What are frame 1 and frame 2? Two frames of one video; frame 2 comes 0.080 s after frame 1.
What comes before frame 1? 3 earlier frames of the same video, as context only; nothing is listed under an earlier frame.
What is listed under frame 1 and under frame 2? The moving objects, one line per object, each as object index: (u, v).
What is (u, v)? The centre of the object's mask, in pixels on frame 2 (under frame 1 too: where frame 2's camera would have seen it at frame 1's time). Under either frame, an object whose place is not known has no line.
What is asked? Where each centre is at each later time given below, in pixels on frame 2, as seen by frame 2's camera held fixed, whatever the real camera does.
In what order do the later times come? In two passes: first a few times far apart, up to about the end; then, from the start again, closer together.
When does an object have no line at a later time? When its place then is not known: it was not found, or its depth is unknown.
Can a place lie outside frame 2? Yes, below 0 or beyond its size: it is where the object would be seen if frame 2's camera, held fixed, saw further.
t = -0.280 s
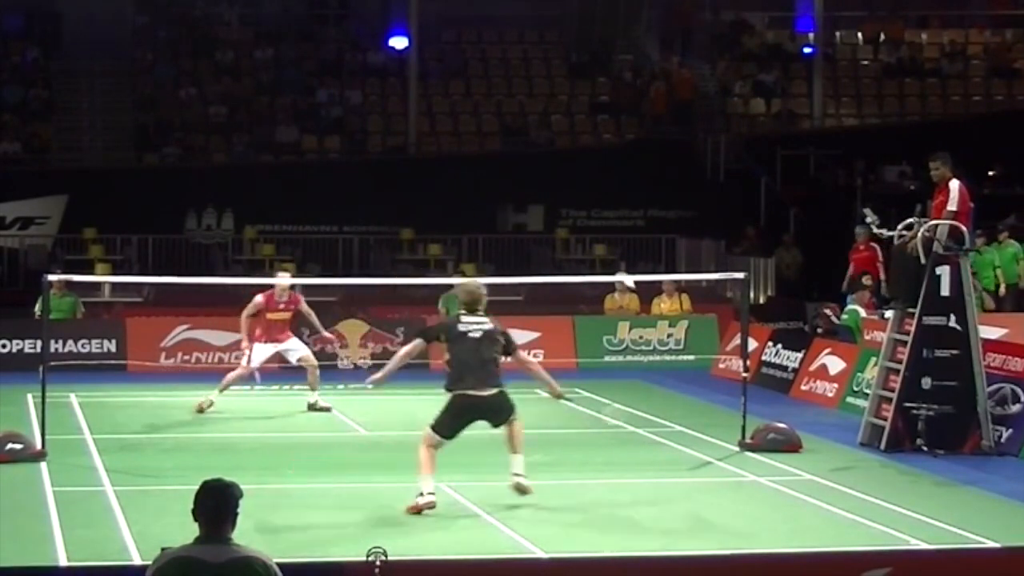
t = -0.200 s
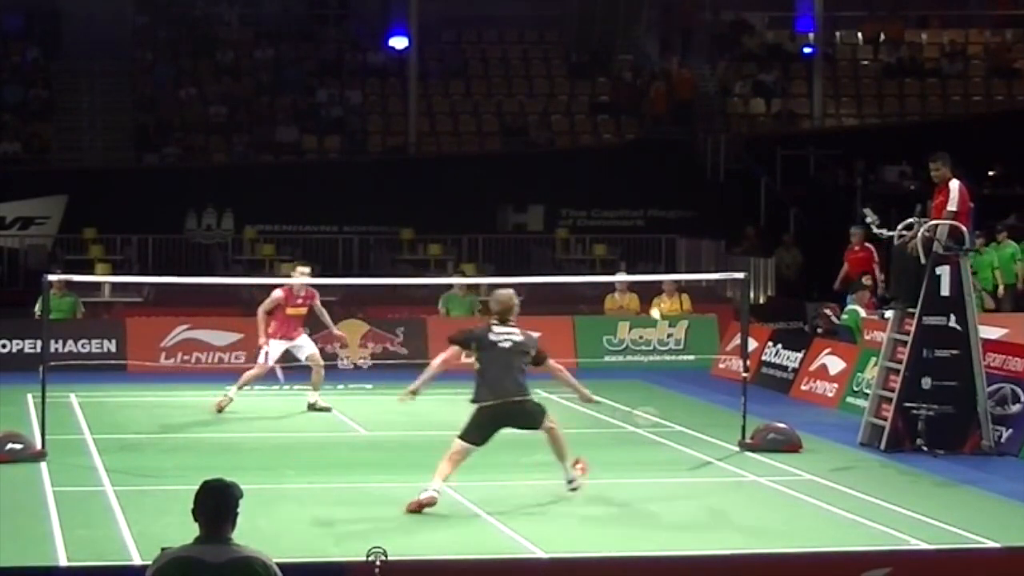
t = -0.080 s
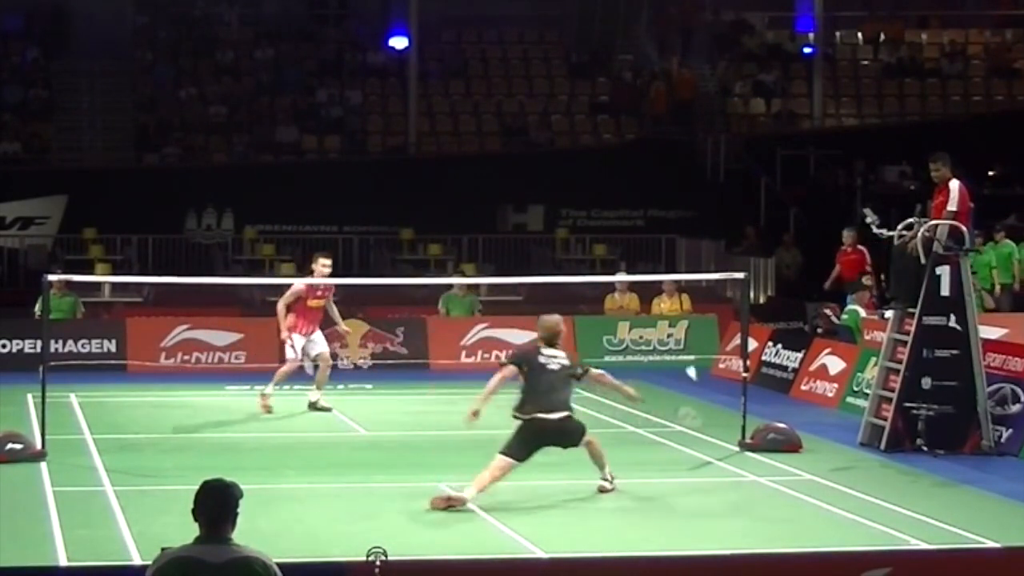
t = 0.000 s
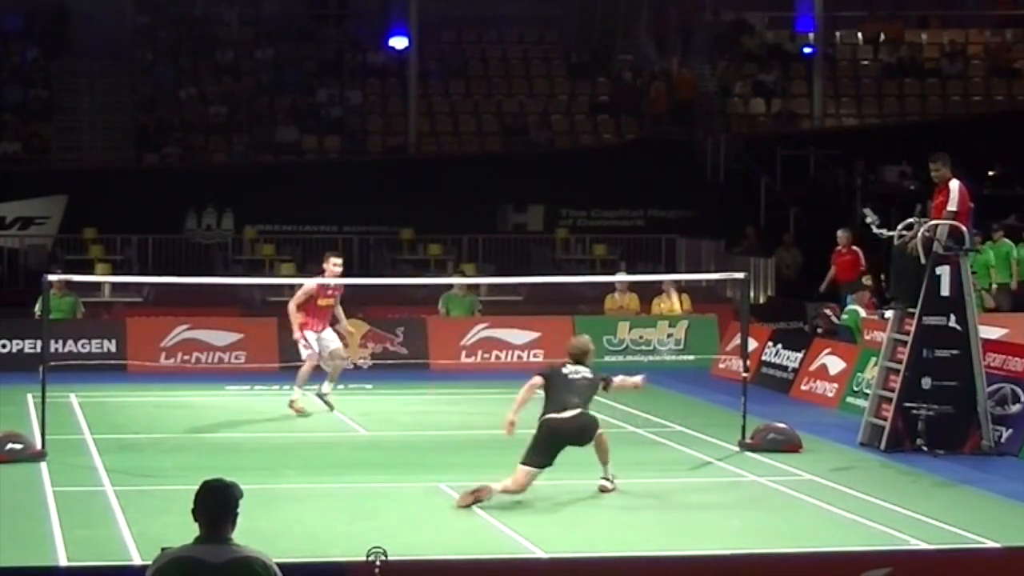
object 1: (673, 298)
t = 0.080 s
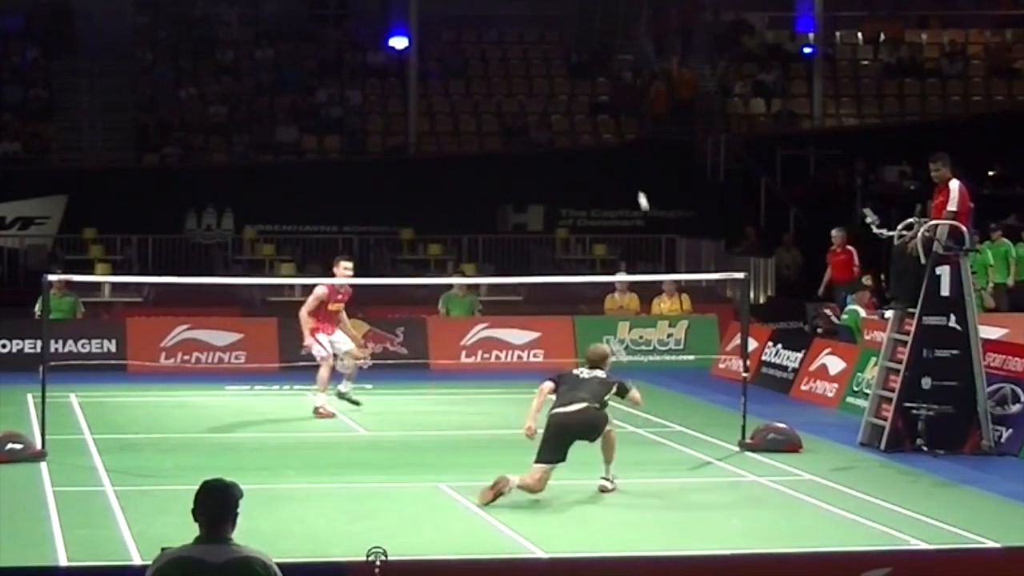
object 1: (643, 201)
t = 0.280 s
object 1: (596, 79)
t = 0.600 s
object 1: (557, 37)
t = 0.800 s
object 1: (543, 62)
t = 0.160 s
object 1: (620, 137)
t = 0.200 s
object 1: (611, 114)
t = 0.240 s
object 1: (603, 95)
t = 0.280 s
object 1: (596, 79)
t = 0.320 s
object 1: (590, 66)
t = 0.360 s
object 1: (584, 56)
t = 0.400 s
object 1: (578, 48)
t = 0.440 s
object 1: (573, 43)
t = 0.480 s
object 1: (569, 39)
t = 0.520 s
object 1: (565, 37)
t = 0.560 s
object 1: (561, 36)
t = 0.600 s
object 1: (557, 37)
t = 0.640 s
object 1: (554, 39)
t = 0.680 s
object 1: (551, 43)
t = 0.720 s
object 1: (548, 48)
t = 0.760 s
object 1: (545, 54)
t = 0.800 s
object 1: (543, 62)
